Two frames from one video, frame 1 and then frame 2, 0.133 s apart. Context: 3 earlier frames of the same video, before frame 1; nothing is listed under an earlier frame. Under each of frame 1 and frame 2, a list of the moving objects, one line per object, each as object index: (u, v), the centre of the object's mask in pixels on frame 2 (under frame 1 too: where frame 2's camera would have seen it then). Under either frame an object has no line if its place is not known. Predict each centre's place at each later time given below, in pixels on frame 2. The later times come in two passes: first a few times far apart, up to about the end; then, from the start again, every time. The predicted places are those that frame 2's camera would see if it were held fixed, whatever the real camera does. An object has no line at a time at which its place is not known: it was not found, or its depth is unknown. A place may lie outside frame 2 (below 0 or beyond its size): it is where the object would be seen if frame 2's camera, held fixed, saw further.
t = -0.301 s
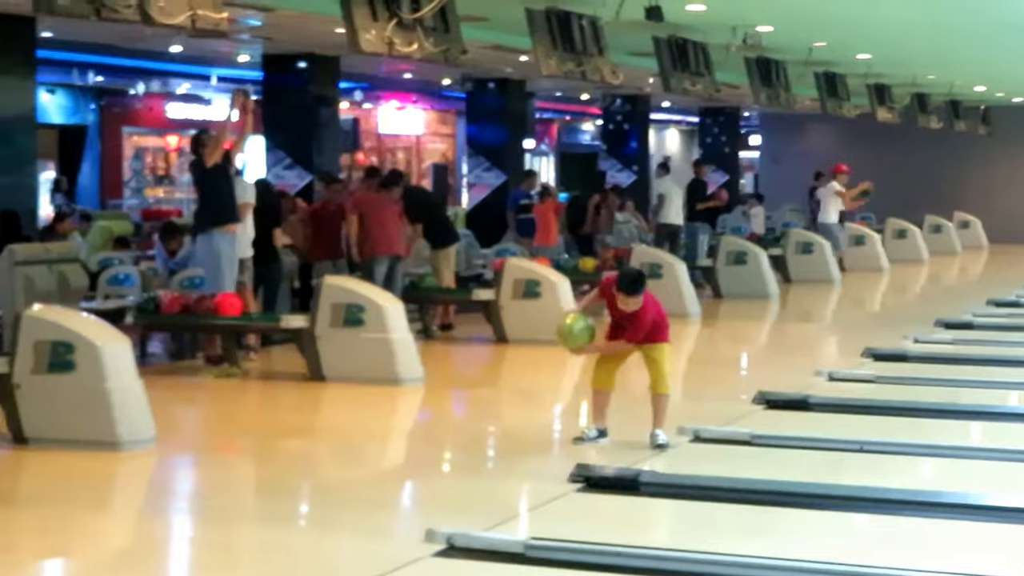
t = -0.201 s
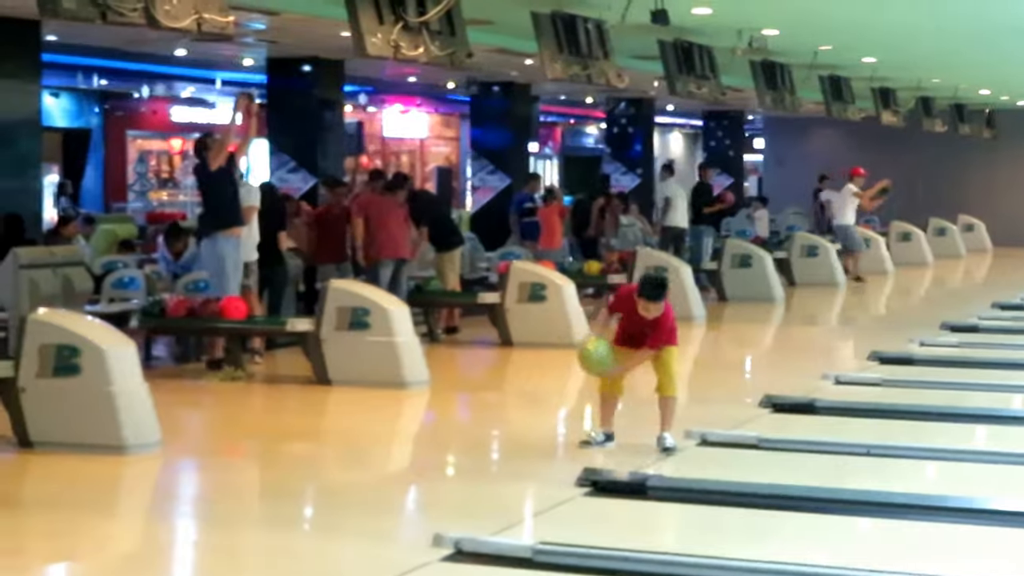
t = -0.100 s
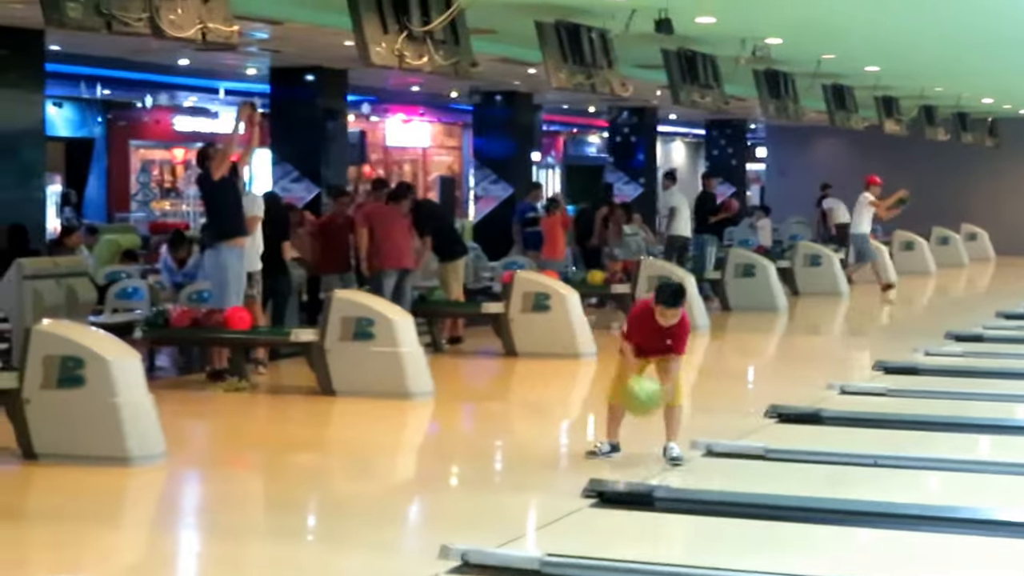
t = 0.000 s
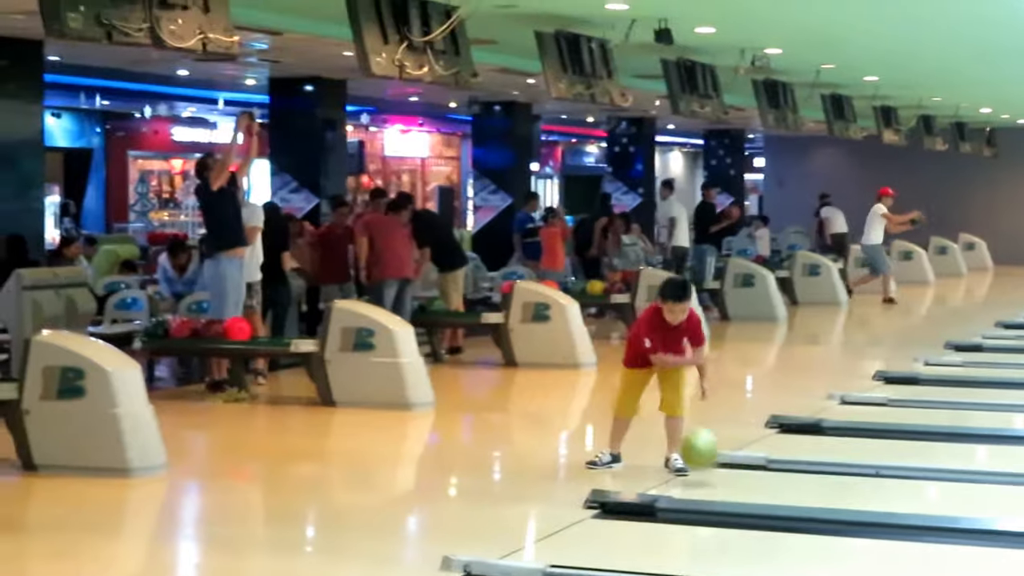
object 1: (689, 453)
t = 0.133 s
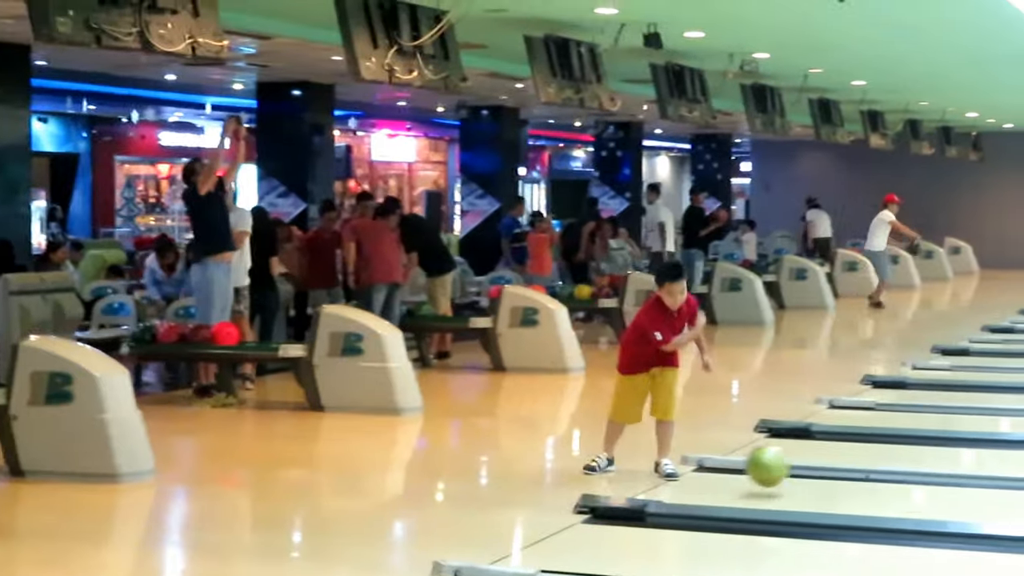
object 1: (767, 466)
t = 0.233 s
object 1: (830, 480)
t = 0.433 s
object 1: (960, 491)
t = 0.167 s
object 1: (787, 469)
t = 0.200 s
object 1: (808, 473)
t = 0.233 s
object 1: (830, 480)
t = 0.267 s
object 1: (850, 480)
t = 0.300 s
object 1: (872, 482)
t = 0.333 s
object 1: (894, 485)
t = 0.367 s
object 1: (915, 487)
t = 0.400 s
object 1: (938, 489)
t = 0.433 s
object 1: (960, 491)
